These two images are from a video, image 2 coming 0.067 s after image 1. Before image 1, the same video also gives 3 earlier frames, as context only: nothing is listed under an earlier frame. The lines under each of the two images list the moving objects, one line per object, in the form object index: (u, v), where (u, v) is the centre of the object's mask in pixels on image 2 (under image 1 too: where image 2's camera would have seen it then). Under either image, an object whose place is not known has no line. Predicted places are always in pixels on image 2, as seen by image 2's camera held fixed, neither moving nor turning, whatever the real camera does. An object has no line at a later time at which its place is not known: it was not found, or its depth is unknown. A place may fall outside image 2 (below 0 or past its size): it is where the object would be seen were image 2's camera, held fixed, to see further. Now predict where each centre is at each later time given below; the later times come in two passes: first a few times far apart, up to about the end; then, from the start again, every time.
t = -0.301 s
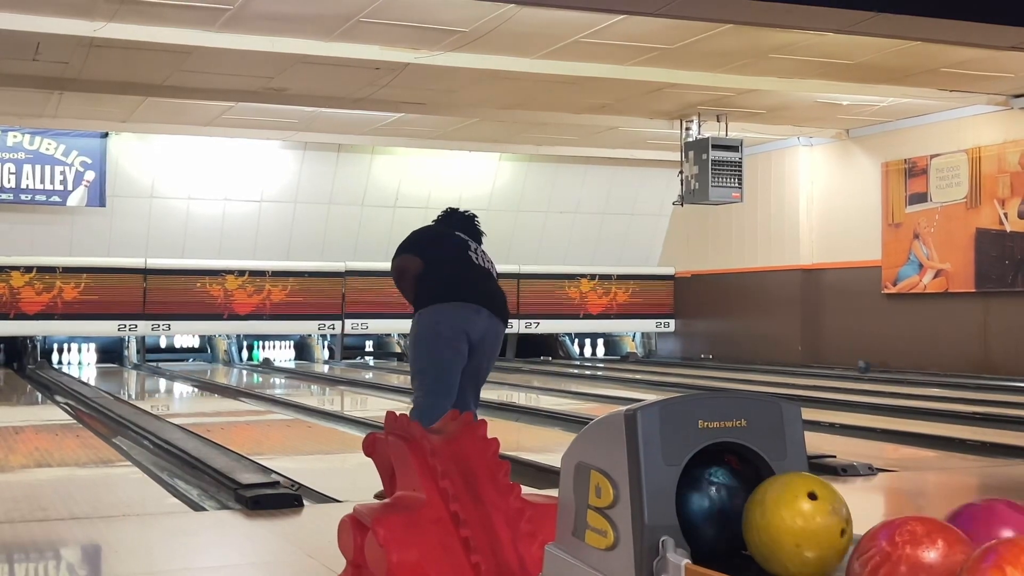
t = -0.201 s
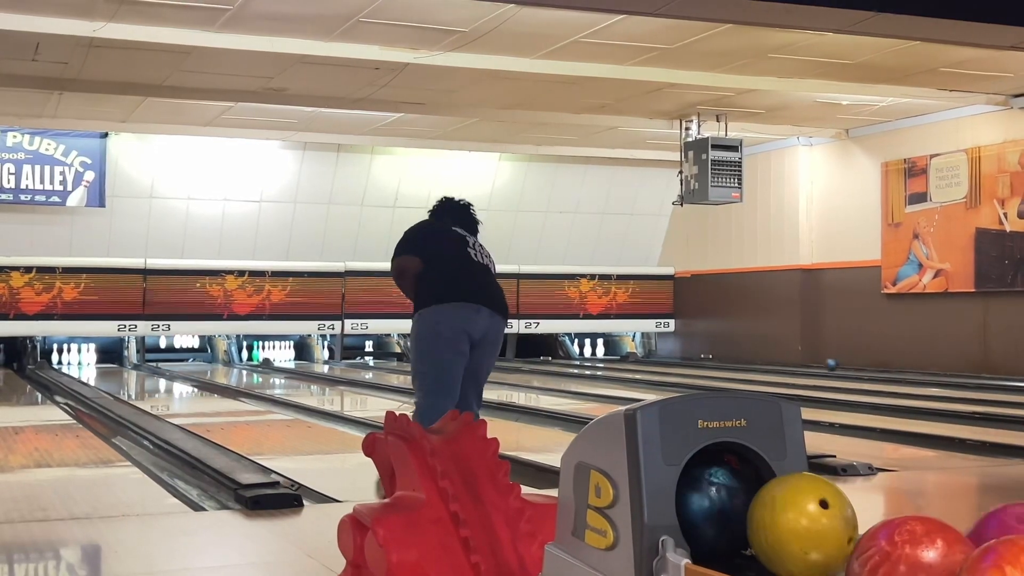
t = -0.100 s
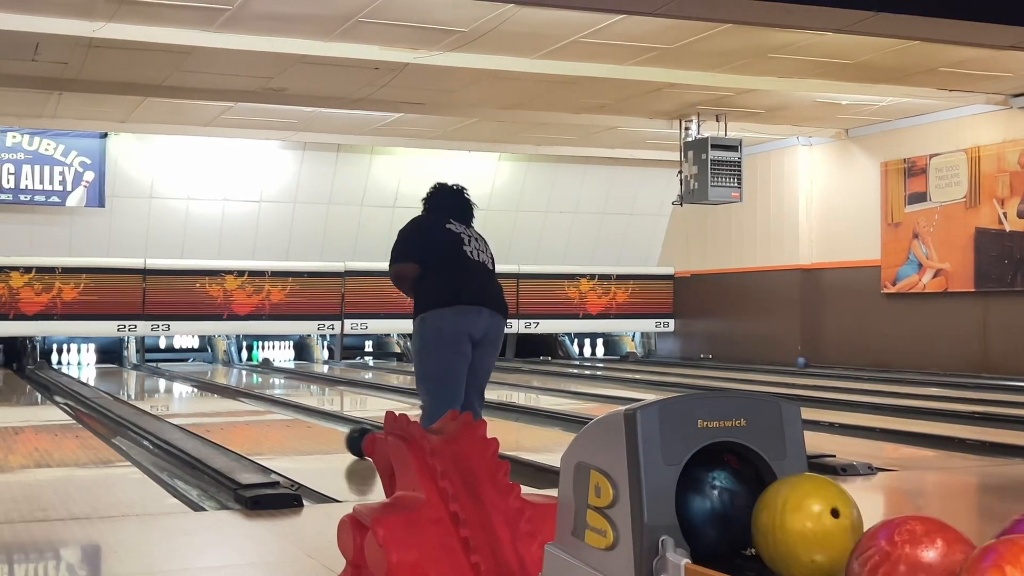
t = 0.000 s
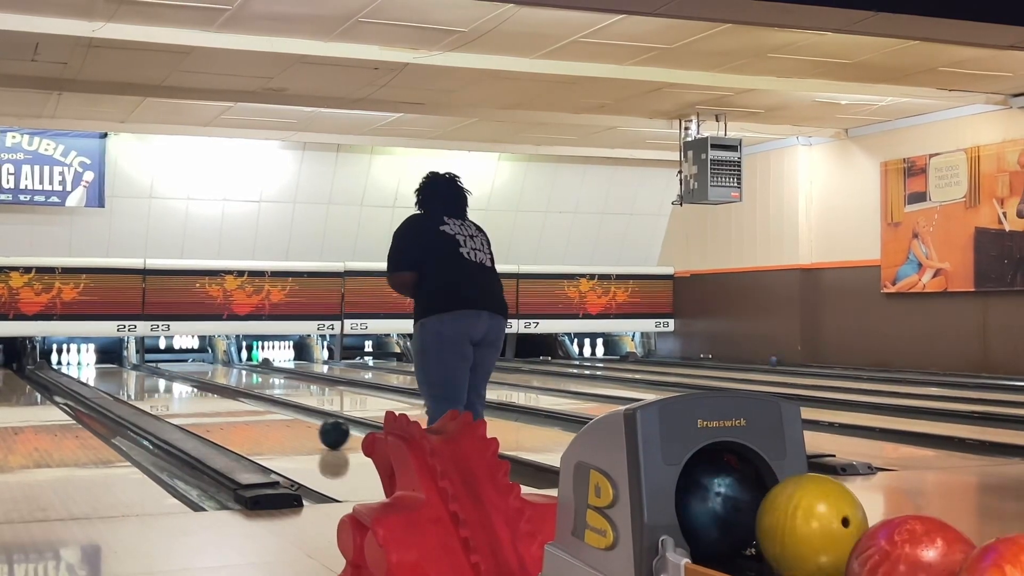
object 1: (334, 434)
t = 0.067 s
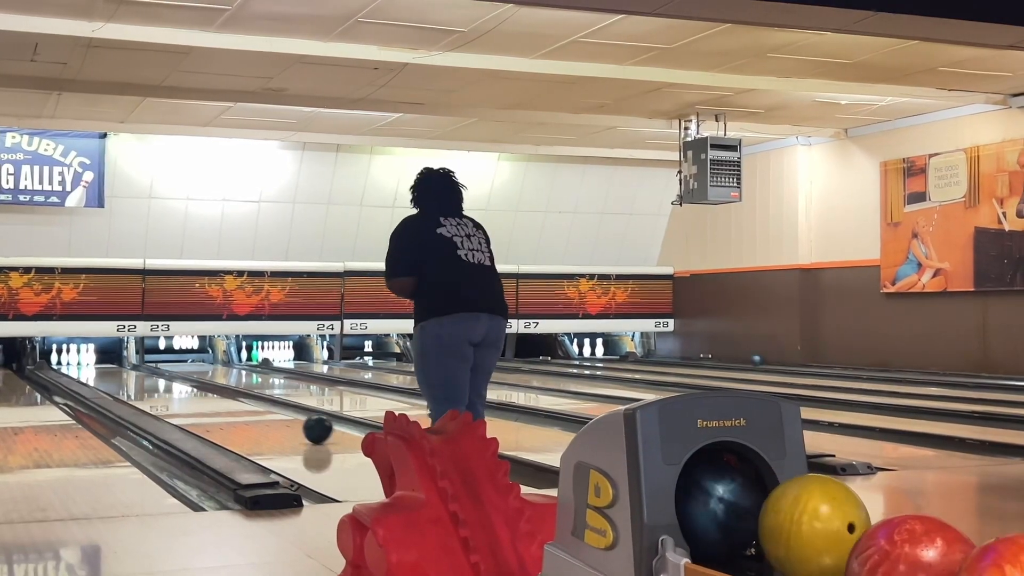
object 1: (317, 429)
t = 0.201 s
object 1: (288, 421)
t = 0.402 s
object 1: (251, 411)
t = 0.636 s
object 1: (216, 402)
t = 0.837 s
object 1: (192, 394)
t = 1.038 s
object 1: (171, 389)
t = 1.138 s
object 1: (162, 386)
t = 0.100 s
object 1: (310, 426)
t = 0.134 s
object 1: (302, 425)
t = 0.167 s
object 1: (295, 422)
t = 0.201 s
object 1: (288, 421)
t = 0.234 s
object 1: (281, 419)
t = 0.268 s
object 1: (275, 417)
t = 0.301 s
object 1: (269, 415)
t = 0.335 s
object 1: (263, 414)
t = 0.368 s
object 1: (257, 412)
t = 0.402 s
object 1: (251, 411)
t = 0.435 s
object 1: (246, 409)
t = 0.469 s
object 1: (240, 408)
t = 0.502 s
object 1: (235, 406)
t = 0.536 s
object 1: (230, 405)
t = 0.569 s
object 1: (226, 404)
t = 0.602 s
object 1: (221, 403)
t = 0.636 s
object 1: (216, 402)
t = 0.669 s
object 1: (212, 400)
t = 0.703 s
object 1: (208, 399)
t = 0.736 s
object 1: (204, 398)
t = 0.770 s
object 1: (200, 397)
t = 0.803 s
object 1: (195, 395)
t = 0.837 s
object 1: (192, 394)
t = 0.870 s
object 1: (189, 393)
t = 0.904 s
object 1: (185, 393)
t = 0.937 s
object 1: (182, 391)
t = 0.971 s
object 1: (178, 390)
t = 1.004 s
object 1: (175, 389)
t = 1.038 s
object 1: (171, 389)
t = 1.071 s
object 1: (168, 388)
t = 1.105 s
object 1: (165, 387)
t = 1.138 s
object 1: (162, 386)
